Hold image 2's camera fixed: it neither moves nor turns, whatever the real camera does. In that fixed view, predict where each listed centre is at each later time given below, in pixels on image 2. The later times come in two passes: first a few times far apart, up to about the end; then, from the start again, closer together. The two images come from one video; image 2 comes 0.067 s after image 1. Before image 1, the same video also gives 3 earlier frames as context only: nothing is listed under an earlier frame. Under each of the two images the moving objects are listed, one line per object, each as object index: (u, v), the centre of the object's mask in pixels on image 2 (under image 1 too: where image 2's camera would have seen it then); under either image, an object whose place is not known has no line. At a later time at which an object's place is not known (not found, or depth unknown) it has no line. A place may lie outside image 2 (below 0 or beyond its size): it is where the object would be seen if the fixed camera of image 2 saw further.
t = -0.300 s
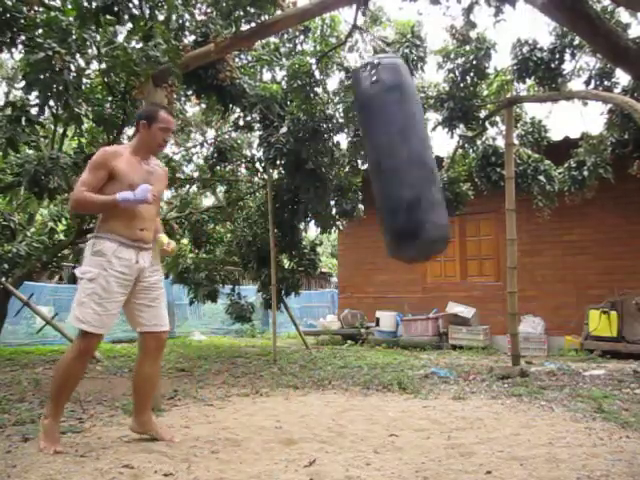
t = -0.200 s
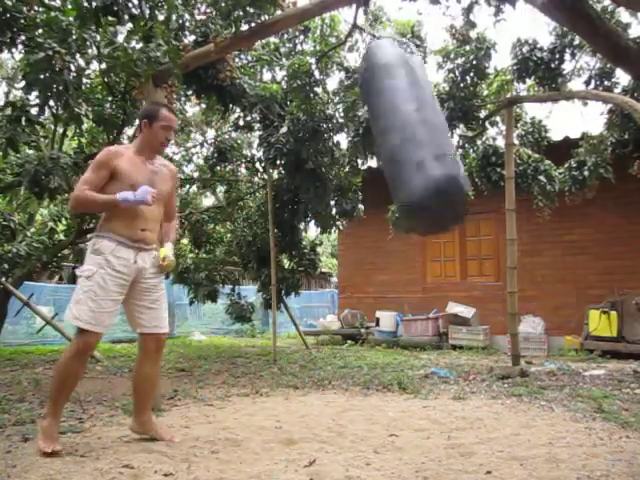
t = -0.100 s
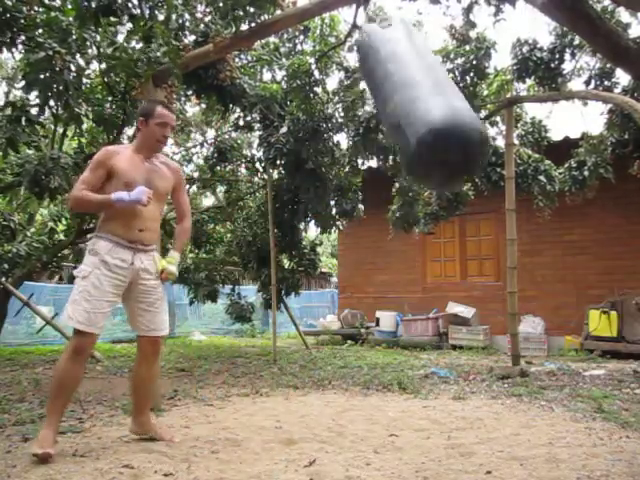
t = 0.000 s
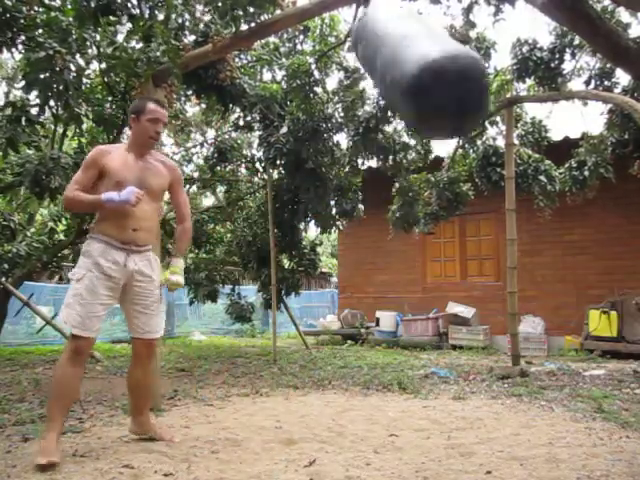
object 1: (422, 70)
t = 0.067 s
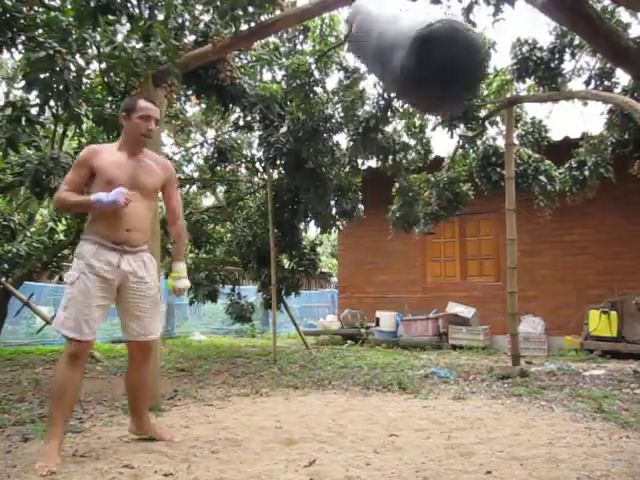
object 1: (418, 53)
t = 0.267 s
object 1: (391, 55)
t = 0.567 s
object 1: (344, 143)
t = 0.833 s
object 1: (340, 168)
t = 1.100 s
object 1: (355, 148)
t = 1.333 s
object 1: (370, 146)
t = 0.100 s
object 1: (416, 48)
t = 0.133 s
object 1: (413, 45)
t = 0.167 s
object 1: (409, 43)
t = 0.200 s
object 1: (403, 45)
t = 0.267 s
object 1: (391, 55)
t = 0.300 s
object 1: (384, 62)
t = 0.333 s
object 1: (377, 71)
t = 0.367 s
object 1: (370, 79)
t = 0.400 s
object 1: (365, 91)
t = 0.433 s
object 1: (360, 102)
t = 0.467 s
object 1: (355, 113)
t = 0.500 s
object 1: (351, 123)
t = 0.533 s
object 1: (347, 134)
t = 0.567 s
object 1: (344, 143)
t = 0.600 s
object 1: (342, 148)
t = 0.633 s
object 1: (340, 157)
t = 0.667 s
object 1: (338, 162)
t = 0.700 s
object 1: (338, 166)
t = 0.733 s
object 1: (337, 170)
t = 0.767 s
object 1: (337, 171)
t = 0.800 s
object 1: (338, 170)
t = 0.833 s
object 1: (340, 168)
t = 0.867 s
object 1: (341, 168)
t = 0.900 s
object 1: (343, 164)
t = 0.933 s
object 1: (345, 162)
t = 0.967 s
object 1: (347, 160)
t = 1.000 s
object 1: (348, 157)
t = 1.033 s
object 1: (351, 153)
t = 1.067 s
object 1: (353, 150)
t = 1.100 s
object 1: (355, 148)
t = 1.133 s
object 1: (357, 146)
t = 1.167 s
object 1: (360, 144)
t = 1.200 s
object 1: (361, 144)
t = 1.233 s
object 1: (363, 143)
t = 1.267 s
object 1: (366, 144)
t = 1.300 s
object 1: (368, 144)
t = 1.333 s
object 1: (370, 146)
